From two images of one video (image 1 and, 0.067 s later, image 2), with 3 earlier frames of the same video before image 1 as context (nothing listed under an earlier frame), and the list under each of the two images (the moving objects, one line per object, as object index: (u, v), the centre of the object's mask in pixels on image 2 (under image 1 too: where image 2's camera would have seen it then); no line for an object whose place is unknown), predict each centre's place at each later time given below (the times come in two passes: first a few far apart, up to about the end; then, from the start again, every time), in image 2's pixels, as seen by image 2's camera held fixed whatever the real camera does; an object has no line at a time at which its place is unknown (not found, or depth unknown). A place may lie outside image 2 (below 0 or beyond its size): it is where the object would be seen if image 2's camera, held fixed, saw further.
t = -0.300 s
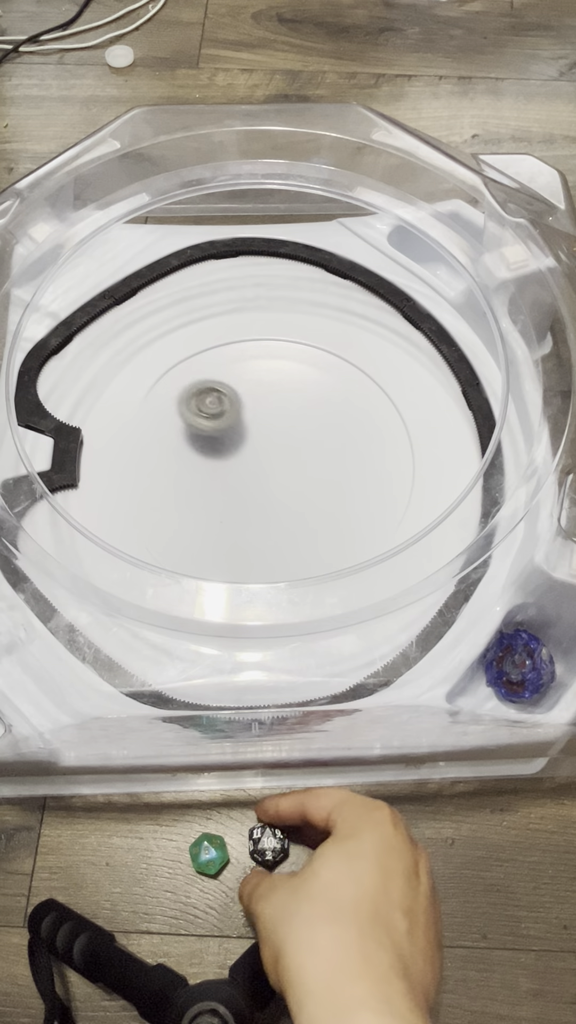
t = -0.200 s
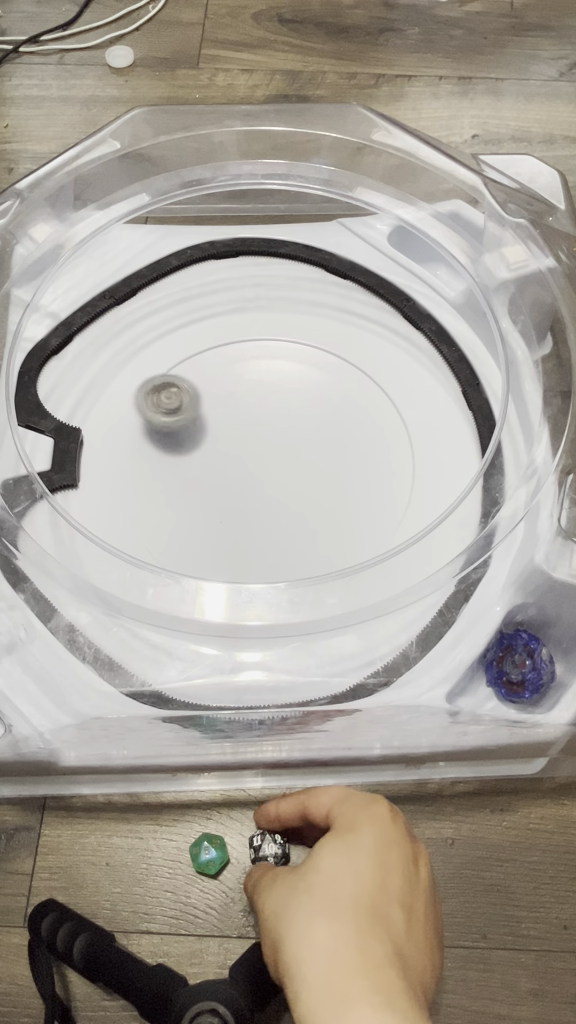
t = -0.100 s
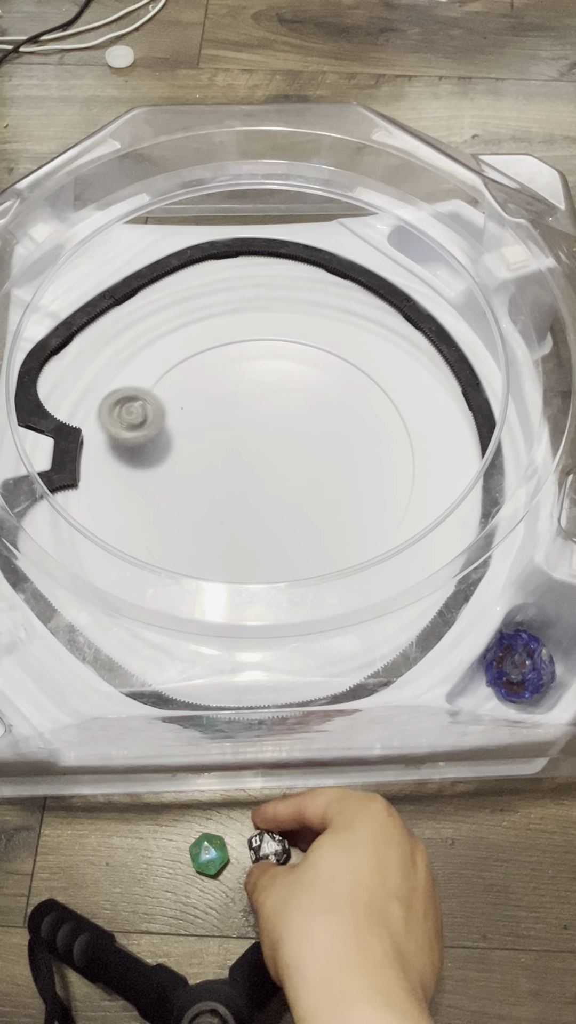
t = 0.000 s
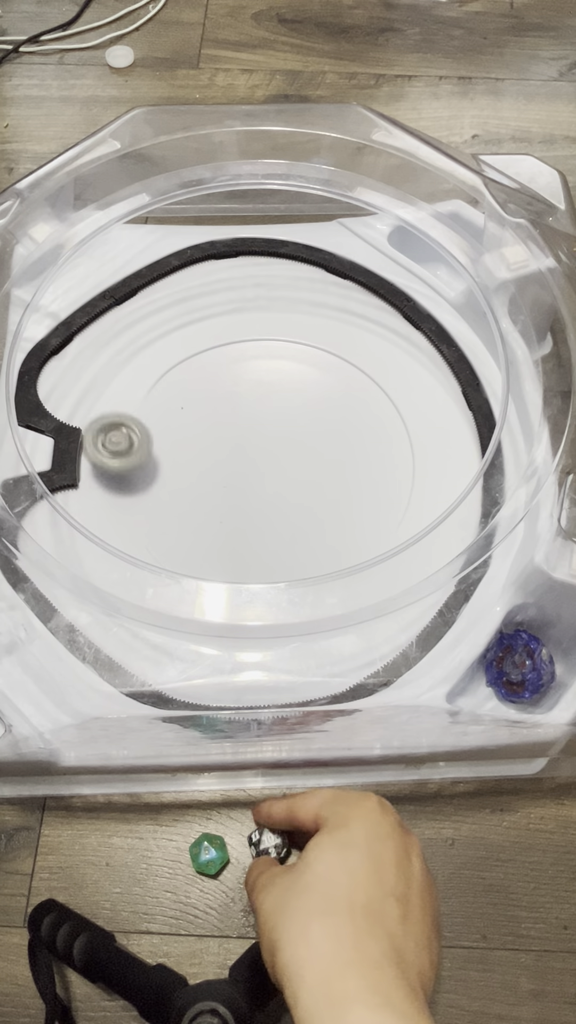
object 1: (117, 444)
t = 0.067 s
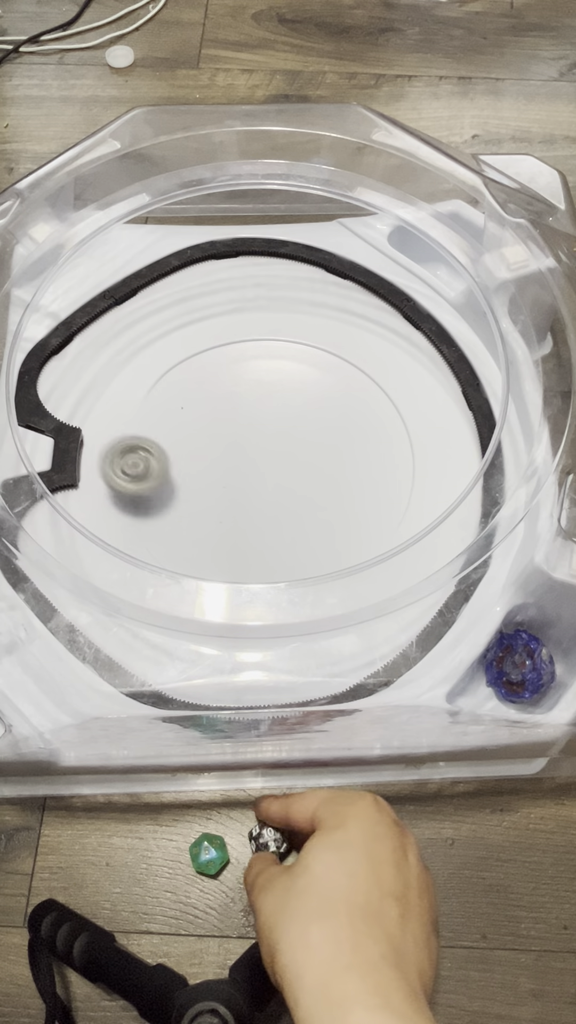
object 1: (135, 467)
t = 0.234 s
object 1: (250, 487)
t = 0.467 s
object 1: (356, 400)
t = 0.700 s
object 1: (311, 344)
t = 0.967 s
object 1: (255, 432)
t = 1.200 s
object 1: (336, 512)
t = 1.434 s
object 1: (387, 469)
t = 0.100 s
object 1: (151, 477)
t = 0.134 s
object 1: (172, 485)
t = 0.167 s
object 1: (198, 490)
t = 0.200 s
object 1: (224, 490)
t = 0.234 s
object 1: (250, 487)
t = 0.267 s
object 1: (274, 480)
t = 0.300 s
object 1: (296, 470)
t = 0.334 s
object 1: (316, 457)
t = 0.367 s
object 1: (331, 444)
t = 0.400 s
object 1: (343, 429)
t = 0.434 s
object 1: (352, 415)
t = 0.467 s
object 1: (356, 400)
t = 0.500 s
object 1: (358, 386)
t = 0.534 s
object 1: (357, 372)
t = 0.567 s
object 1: (356, 358)
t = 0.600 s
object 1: (349, 346)
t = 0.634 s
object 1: (336, 345)
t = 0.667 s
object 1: (323, 343)
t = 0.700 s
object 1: (311, 344)
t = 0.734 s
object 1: (299, 344)
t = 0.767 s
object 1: (290, 347)
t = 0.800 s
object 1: (278, 353)
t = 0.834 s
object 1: (267, 364)
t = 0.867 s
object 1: (259, 378)
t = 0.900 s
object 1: (254, 395)
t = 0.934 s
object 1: (253, 413)
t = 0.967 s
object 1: (255, 432)
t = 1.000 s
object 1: (259, 449)
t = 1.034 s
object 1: (268, 466)
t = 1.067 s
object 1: (278, 480)
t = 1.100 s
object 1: (291, 492)
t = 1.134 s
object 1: (305, 502)
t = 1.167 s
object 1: (320, 508)
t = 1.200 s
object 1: (336, 512)
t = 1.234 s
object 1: (352, 514)
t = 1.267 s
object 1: (368, 513)
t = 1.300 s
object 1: (383, 511)
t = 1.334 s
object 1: (395, 503)
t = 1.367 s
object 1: (393, 491)
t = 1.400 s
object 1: (390, 479)
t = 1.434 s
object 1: (387, 469)
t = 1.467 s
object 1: (382, 458)
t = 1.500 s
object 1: (374, 450)
